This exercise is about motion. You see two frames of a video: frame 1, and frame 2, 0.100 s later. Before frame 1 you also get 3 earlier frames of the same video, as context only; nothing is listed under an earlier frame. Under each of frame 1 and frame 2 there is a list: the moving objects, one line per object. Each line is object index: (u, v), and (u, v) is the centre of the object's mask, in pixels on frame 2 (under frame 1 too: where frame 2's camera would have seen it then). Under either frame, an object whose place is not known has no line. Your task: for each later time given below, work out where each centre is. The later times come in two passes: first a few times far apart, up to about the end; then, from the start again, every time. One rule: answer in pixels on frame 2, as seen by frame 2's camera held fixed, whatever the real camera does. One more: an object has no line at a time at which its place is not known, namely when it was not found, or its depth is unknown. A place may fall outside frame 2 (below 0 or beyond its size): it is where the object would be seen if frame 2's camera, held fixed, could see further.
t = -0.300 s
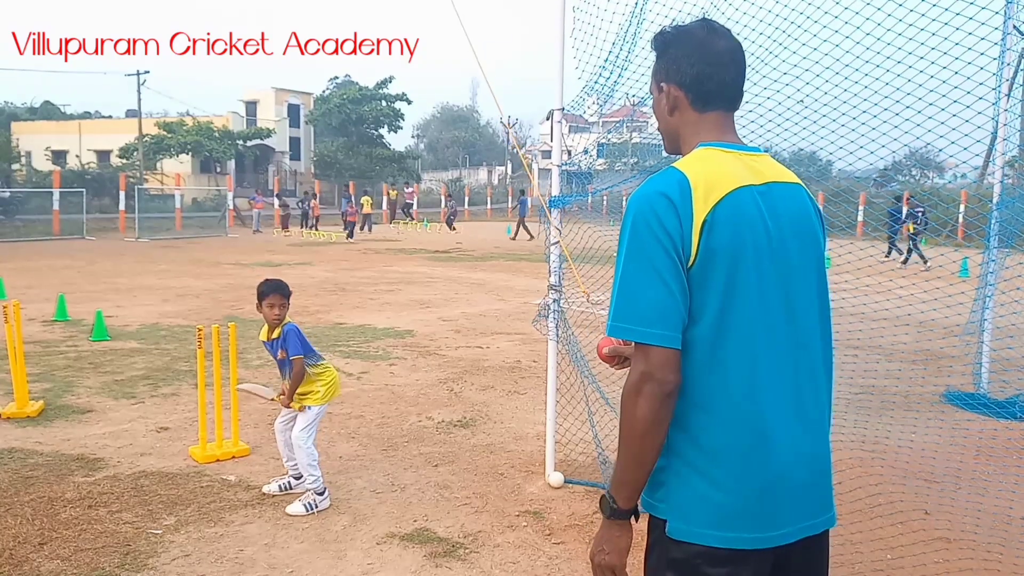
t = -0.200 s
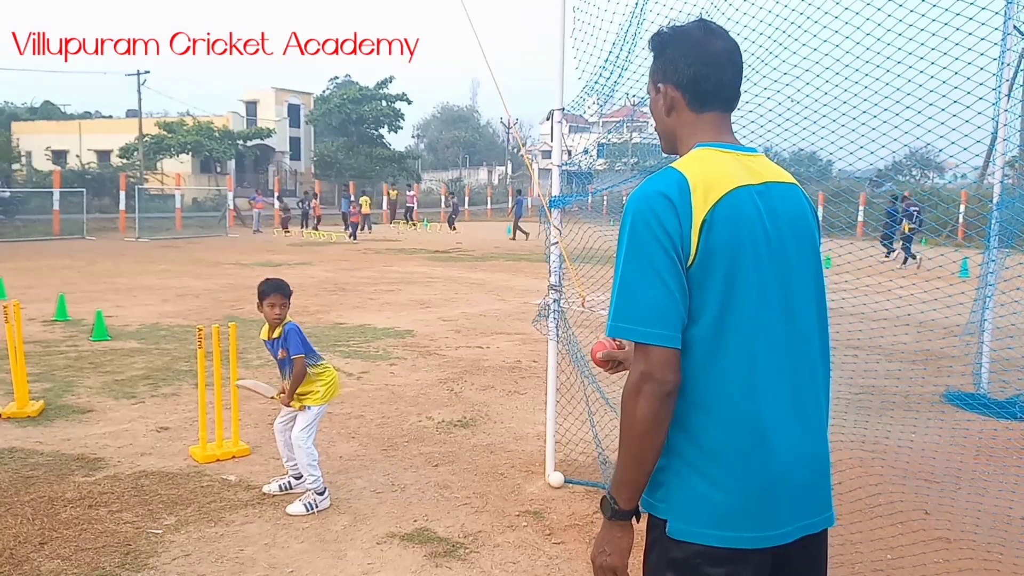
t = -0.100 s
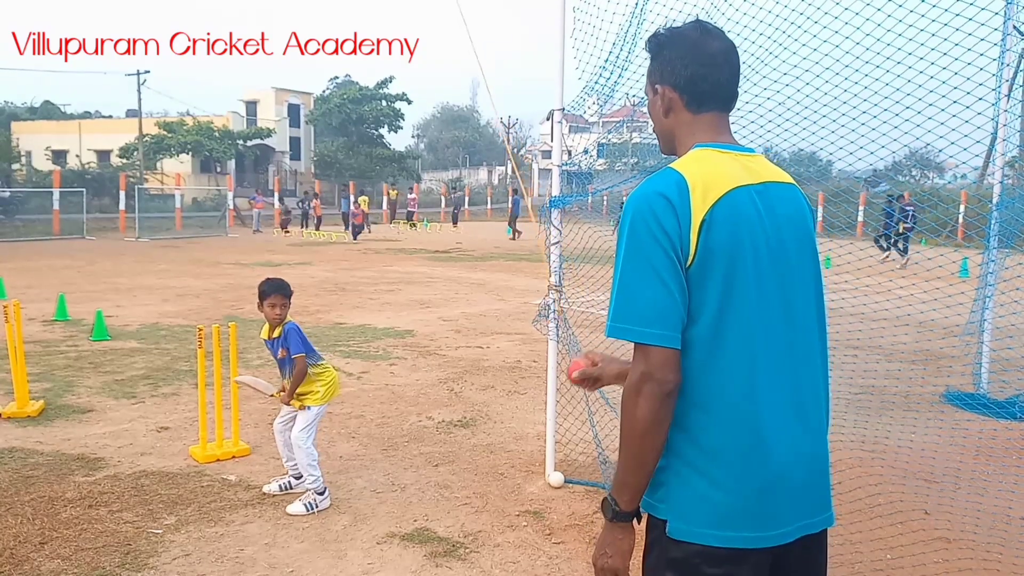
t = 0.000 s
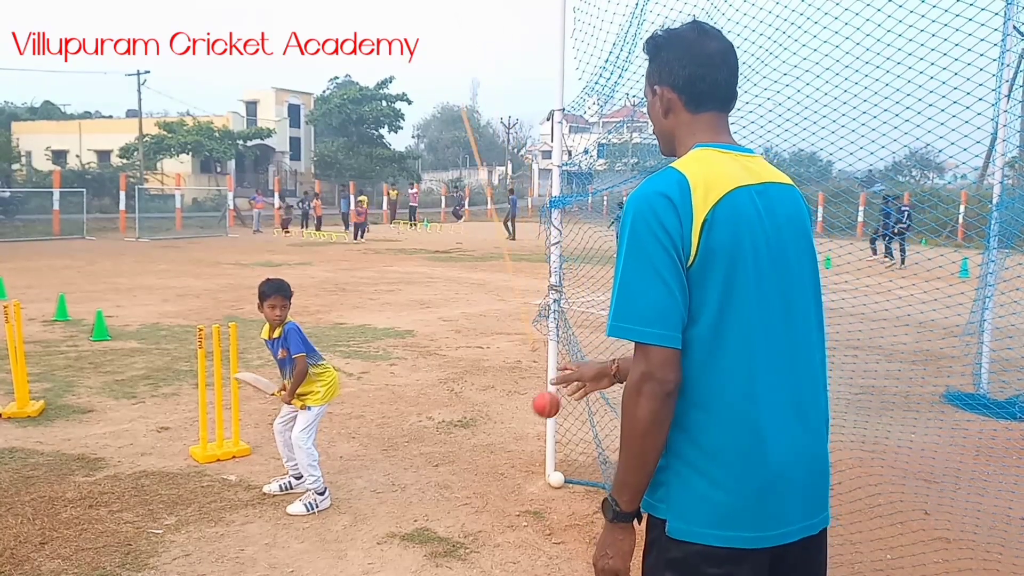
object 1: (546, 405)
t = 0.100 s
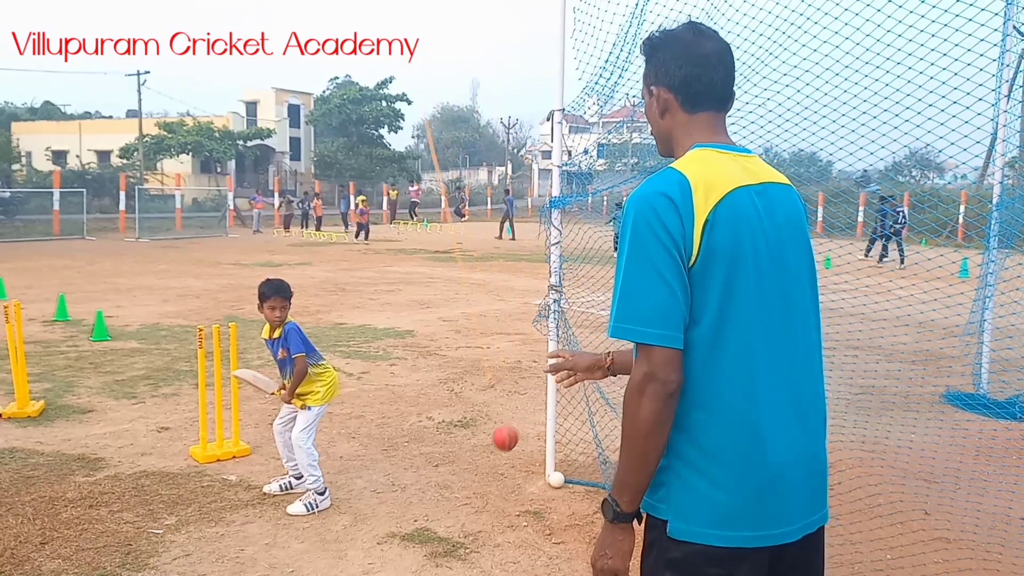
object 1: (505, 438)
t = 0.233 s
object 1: (446, 477)
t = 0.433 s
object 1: (364, 496)
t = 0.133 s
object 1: (491, 448)
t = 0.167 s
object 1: (476, 459)
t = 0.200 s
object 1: (461, 468)
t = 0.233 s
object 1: (446, 477)
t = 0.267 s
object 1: (431, 484)
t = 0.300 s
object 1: (416, 489)
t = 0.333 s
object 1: (403, 493)
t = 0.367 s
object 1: (389, 495)
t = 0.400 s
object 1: (376, 496)
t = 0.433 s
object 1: (364, 496)
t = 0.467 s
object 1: (353, 495)
